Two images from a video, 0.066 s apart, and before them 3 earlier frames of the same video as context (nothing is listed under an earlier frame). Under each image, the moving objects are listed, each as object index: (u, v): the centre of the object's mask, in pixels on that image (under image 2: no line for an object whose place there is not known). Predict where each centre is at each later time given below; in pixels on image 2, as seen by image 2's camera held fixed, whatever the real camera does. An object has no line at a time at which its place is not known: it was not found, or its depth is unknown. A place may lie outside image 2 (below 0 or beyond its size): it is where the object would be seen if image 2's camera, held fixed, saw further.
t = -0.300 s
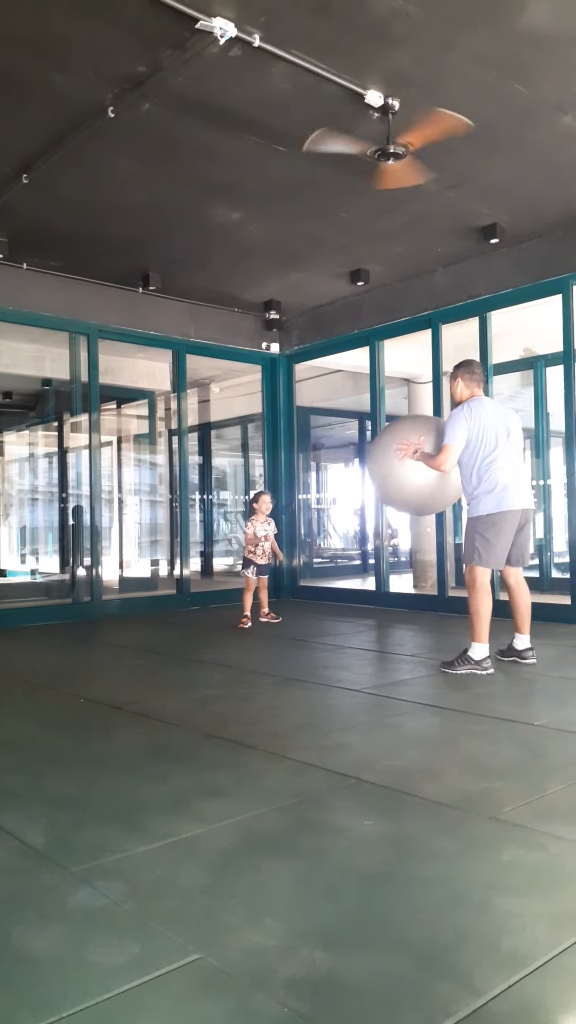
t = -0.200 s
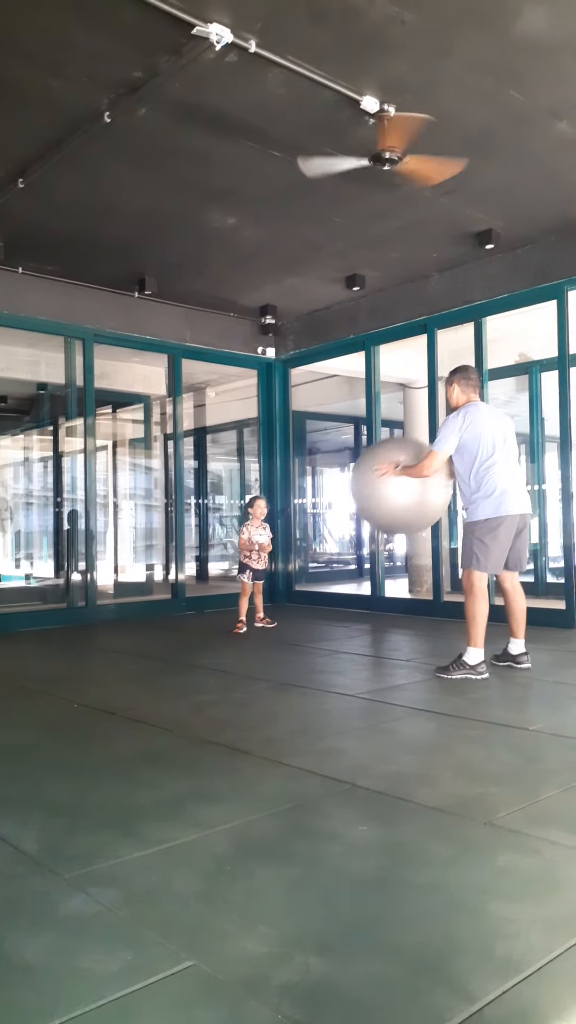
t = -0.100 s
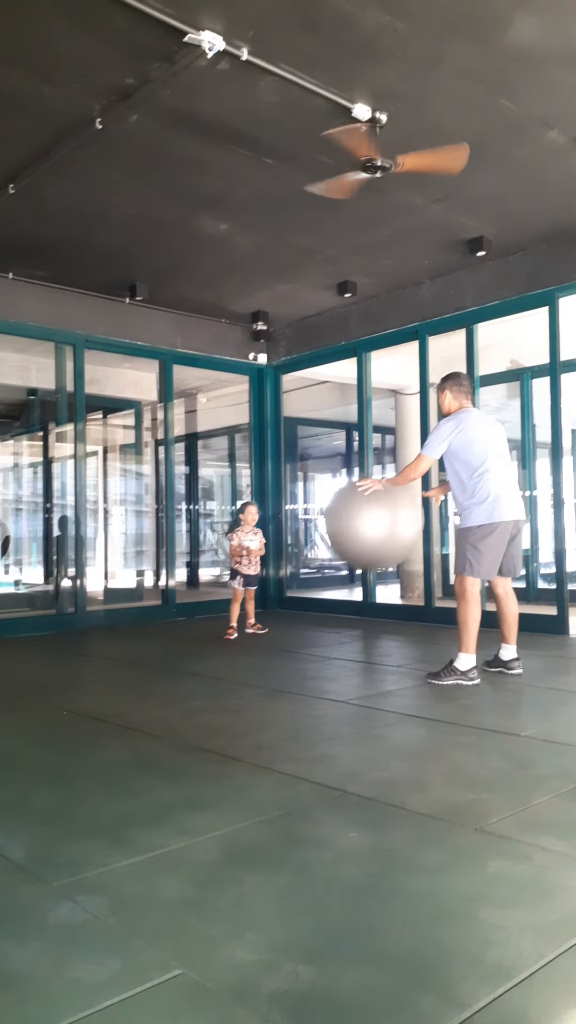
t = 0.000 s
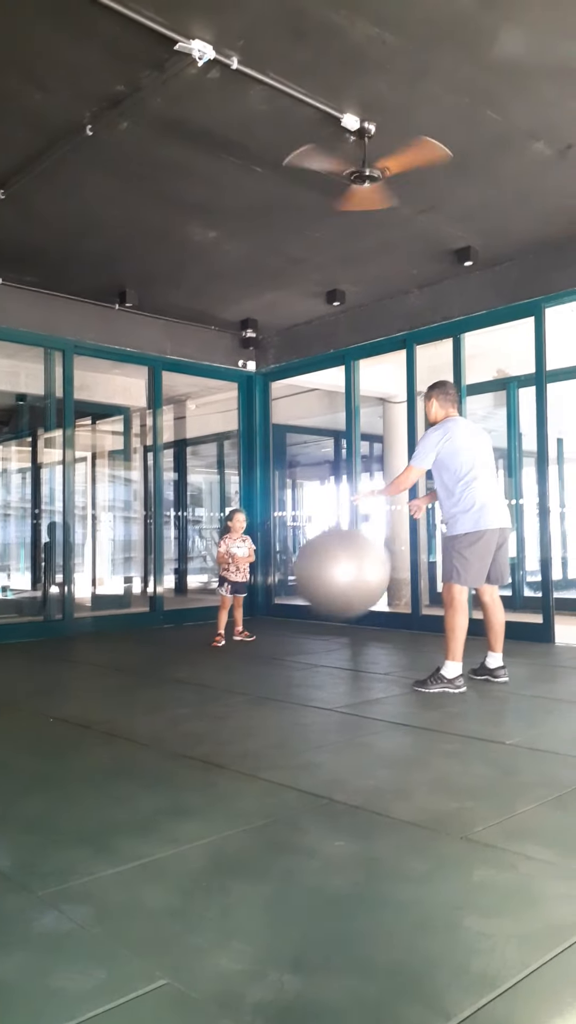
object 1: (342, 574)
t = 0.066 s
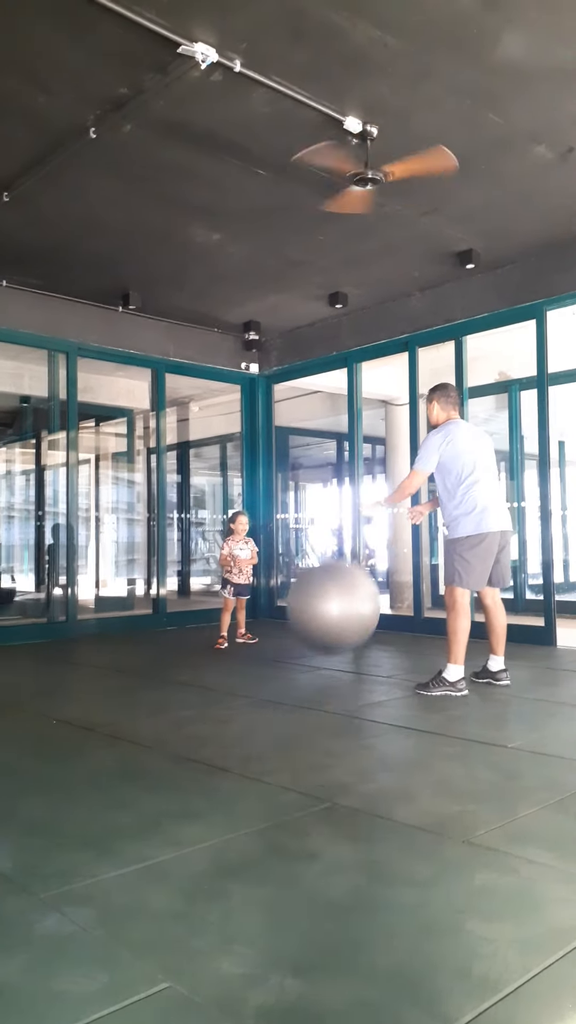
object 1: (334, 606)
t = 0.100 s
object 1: (328, 622)
